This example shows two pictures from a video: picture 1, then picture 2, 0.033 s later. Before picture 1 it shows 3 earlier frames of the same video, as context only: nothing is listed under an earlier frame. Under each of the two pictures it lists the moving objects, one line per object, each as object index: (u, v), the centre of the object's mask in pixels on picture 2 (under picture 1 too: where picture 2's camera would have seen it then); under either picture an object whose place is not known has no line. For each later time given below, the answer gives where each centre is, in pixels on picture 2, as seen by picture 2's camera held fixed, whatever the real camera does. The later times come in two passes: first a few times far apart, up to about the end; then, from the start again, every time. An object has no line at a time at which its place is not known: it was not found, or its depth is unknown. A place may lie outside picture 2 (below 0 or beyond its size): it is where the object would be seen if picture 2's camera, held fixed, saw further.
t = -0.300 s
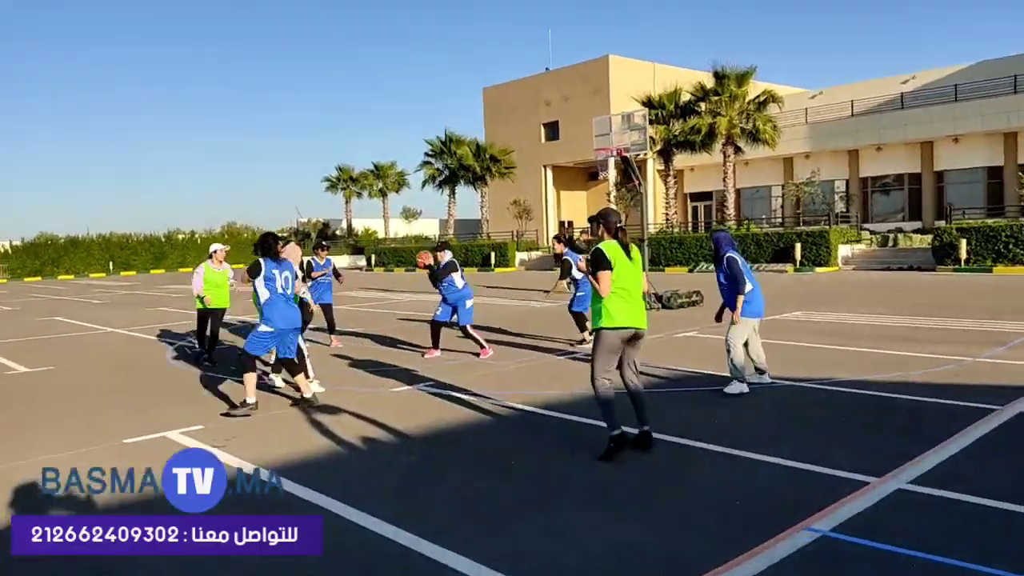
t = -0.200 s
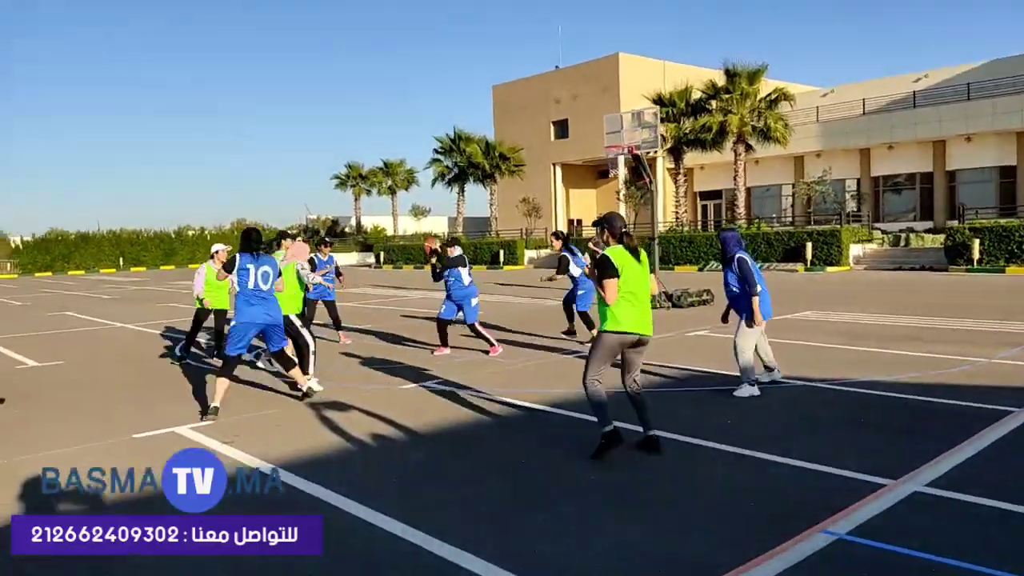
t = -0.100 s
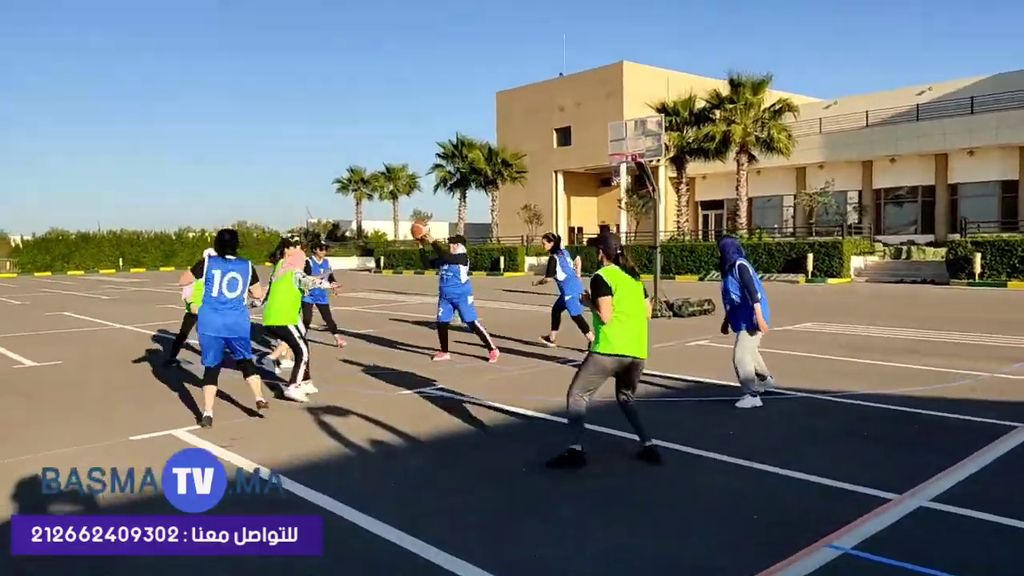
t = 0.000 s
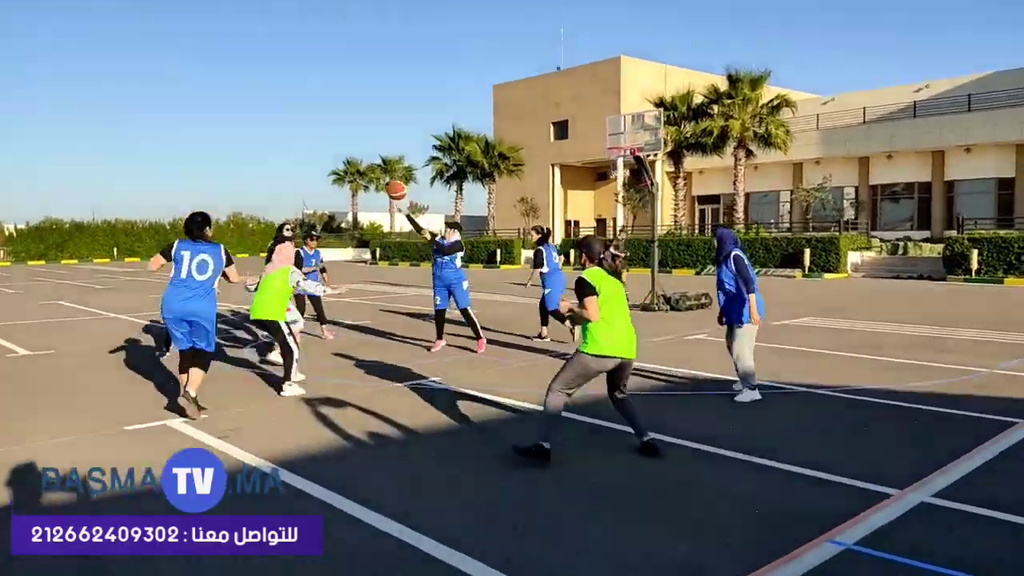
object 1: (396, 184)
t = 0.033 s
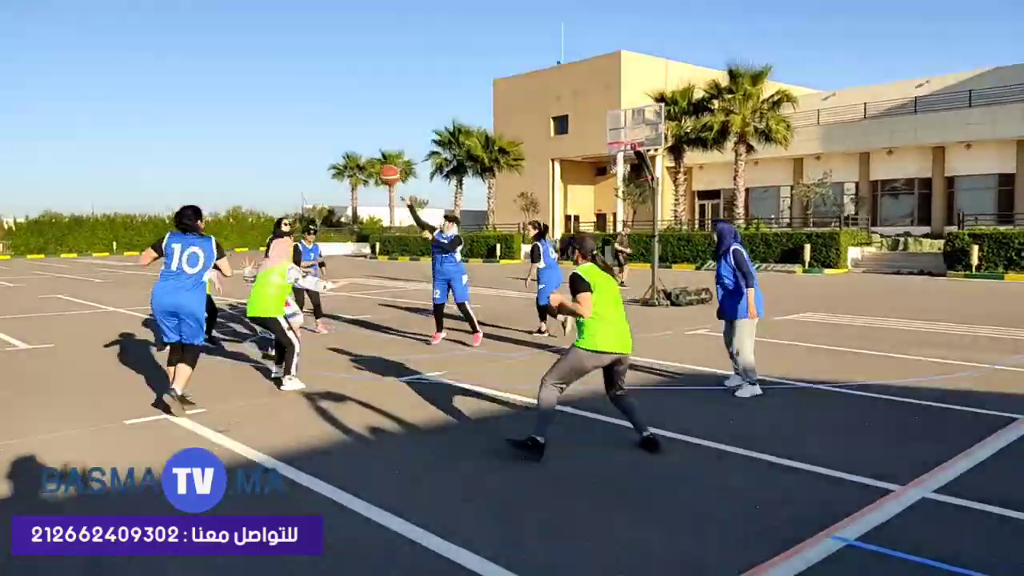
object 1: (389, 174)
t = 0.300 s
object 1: (317, 119)
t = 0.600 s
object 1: (218, 133)
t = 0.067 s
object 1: (381, 166)
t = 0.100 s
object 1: (373, 156)
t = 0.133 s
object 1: (364, 148)
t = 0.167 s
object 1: (354, 141)
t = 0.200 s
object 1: (346, 135)
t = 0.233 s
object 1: (336, 129)
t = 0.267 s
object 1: (327, 124)
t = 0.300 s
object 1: (317, 119)
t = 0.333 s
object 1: (306, 116)
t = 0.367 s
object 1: (296, 114)
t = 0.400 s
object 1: (285, 114)
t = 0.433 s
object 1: (273, 114)
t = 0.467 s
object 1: (263, 116)
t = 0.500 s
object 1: (253, 118)
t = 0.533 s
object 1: (242, 122)
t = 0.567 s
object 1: (231, 126)
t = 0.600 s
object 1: (218, 133)
